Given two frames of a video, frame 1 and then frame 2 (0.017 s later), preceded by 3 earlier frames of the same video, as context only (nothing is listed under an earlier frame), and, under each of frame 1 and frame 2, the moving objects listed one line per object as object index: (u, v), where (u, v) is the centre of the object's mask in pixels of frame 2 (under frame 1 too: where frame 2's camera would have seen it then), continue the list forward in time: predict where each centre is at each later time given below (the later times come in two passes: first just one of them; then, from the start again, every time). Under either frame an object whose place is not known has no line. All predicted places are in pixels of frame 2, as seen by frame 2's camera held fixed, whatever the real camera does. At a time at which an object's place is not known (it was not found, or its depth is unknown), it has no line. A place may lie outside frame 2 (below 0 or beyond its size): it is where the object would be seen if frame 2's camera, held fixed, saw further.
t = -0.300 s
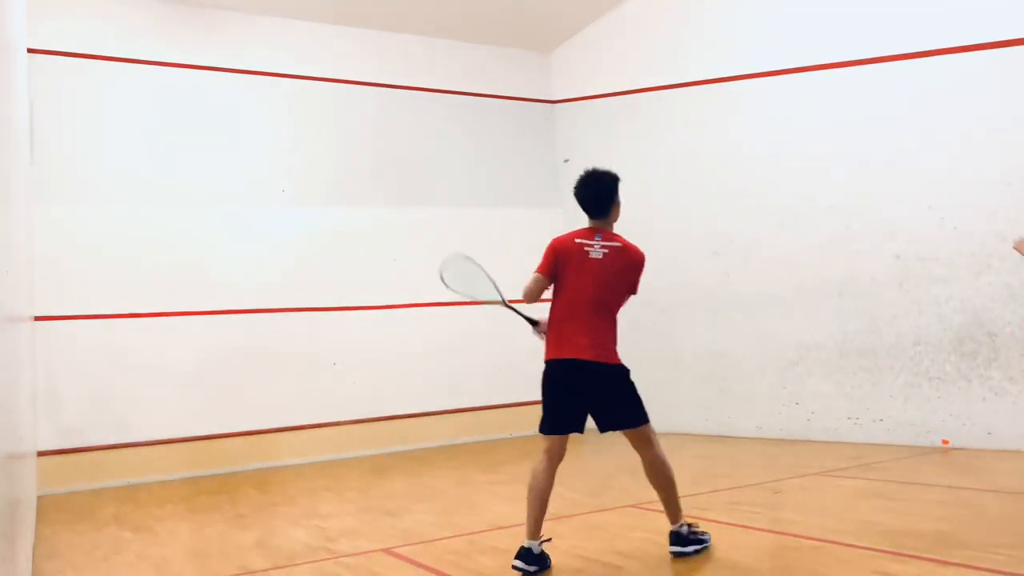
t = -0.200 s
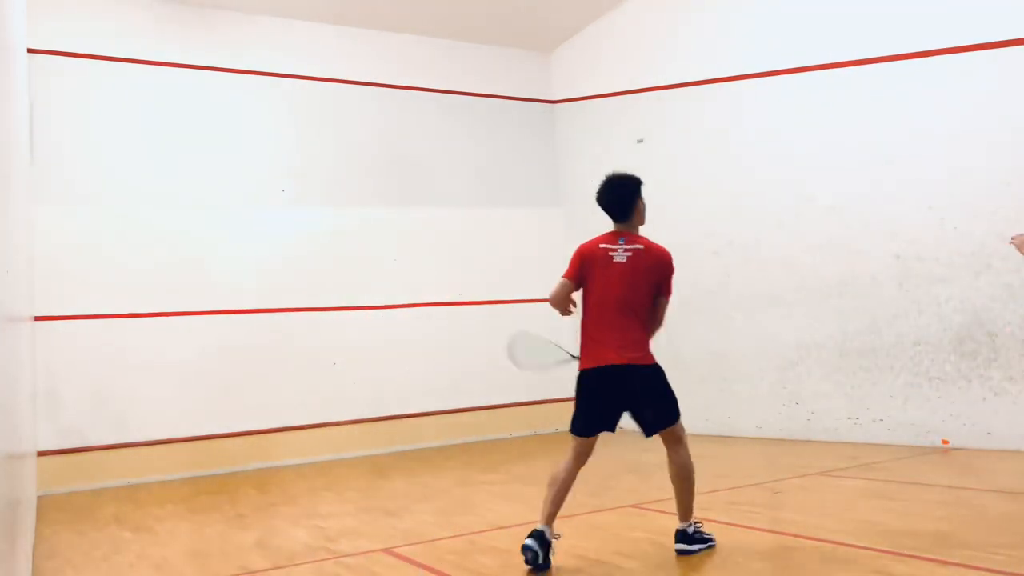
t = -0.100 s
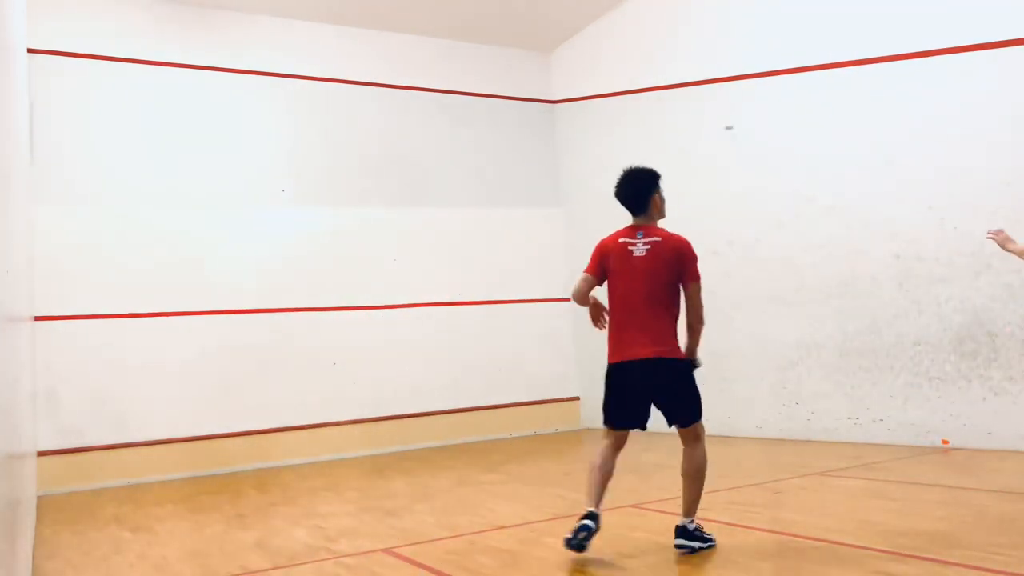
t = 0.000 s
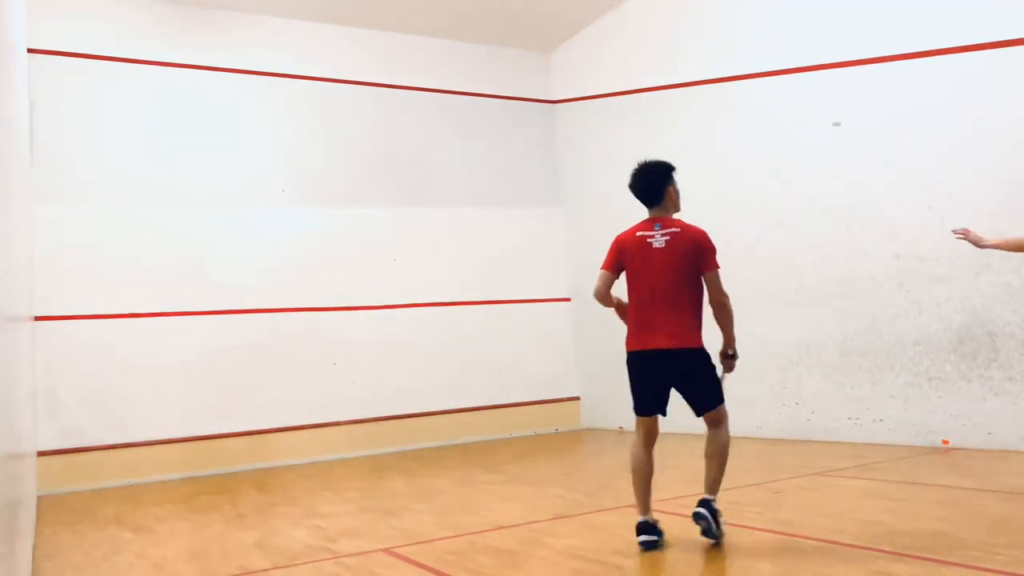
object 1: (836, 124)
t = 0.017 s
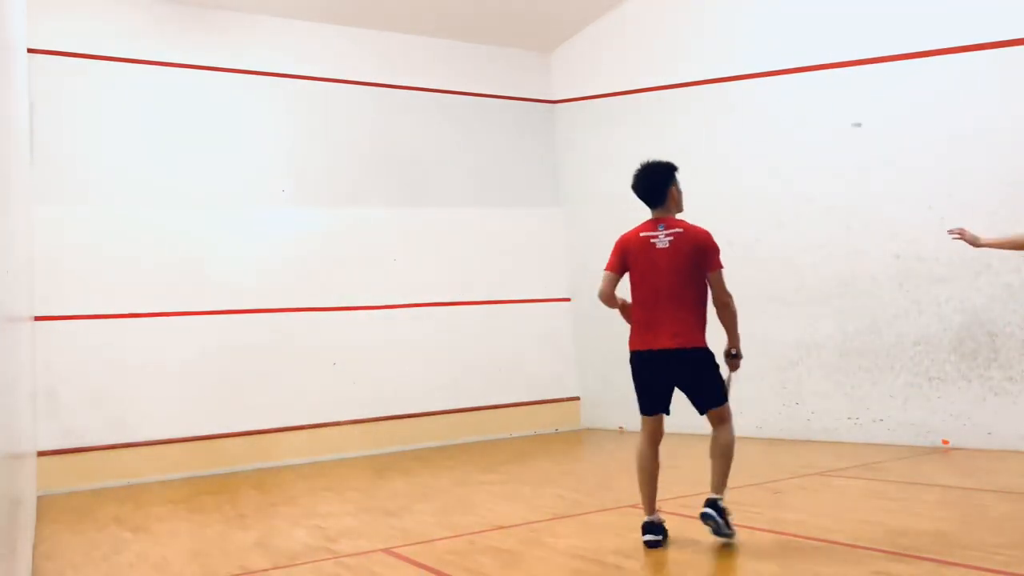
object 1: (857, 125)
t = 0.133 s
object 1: (1017, 140)
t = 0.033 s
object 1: (876, 126)
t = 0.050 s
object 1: (898, 127)
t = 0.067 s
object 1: (921, 129)
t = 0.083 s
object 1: (943, 131)
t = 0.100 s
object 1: (967, 134)
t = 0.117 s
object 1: (993, 137)
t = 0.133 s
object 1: (1017, 140)
